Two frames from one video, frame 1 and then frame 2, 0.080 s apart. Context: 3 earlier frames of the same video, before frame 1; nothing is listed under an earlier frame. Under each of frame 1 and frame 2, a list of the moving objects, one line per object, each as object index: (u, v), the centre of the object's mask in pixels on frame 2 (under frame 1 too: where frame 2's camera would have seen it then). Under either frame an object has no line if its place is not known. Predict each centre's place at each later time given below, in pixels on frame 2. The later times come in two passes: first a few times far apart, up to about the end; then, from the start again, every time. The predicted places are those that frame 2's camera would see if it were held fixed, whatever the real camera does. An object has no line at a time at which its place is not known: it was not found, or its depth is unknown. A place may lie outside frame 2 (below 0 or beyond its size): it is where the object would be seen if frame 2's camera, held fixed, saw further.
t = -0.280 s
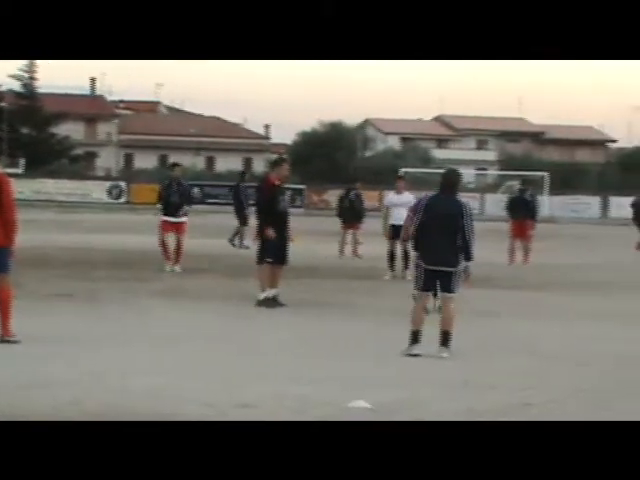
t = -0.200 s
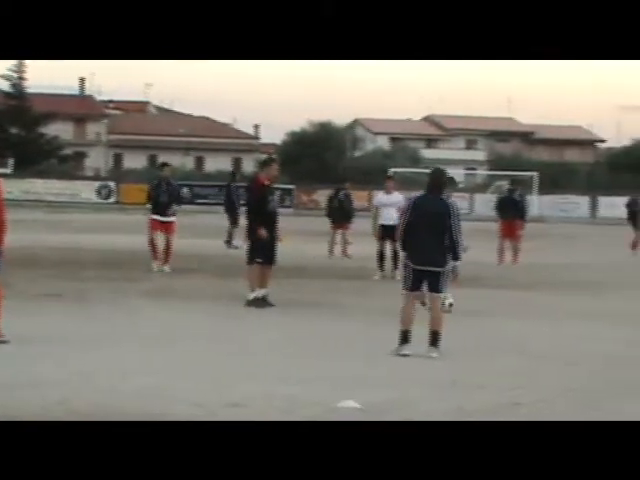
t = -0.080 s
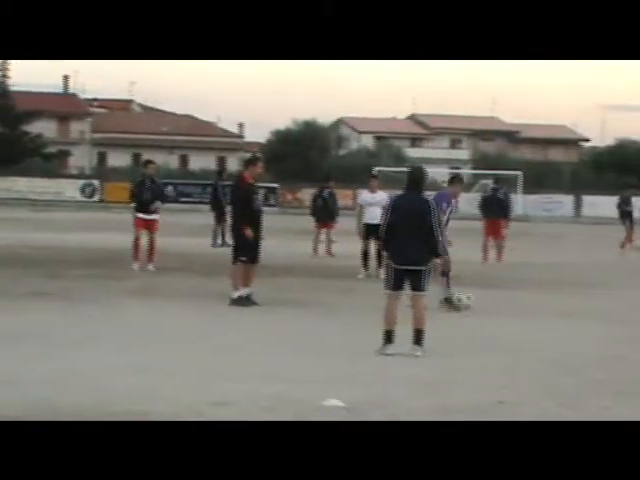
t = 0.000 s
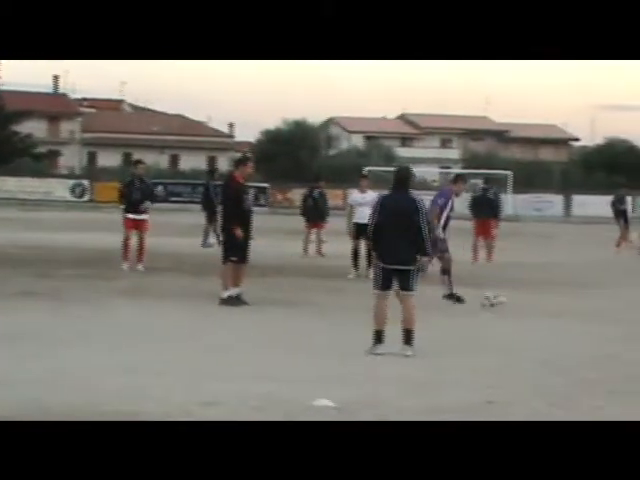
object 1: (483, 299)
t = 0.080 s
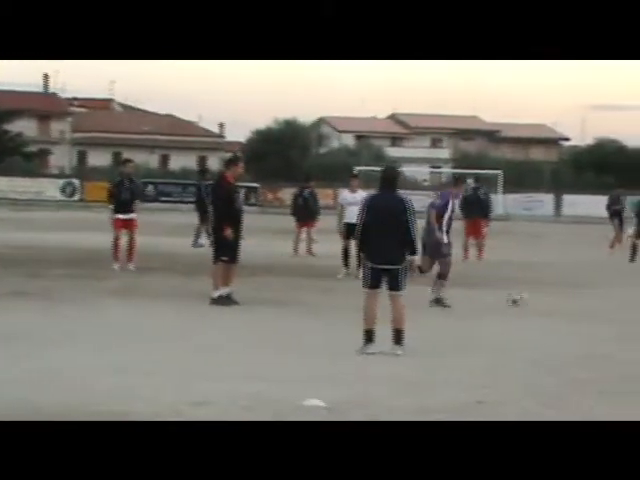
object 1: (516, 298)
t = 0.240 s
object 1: (575, 296)
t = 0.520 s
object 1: (647, 288)
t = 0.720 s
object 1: (691, 293)
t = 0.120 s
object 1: (531, 297)
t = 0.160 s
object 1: (549, 295)
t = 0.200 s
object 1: (561, 296)
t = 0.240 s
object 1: (575, 296)
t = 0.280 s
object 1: (587, 296)
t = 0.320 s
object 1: (597, 294)
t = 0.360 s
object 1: (609, 295)
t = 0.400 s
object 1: (619, 295)
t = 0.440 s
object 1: (630, 290)
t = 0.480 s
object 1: (639, 289)
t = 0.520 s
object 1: (647, 288)
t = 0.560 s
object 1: (657, 289)
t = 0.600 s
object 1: (665, 289)
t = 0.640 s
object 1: (673, 293)
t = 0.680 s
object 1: (680, 294)
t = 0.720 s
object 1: (691, 293)
